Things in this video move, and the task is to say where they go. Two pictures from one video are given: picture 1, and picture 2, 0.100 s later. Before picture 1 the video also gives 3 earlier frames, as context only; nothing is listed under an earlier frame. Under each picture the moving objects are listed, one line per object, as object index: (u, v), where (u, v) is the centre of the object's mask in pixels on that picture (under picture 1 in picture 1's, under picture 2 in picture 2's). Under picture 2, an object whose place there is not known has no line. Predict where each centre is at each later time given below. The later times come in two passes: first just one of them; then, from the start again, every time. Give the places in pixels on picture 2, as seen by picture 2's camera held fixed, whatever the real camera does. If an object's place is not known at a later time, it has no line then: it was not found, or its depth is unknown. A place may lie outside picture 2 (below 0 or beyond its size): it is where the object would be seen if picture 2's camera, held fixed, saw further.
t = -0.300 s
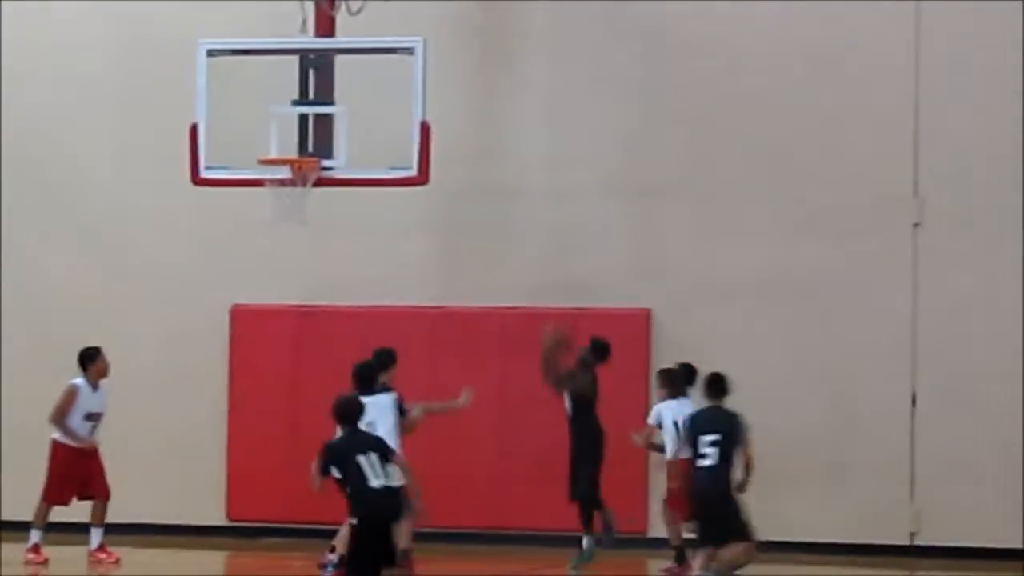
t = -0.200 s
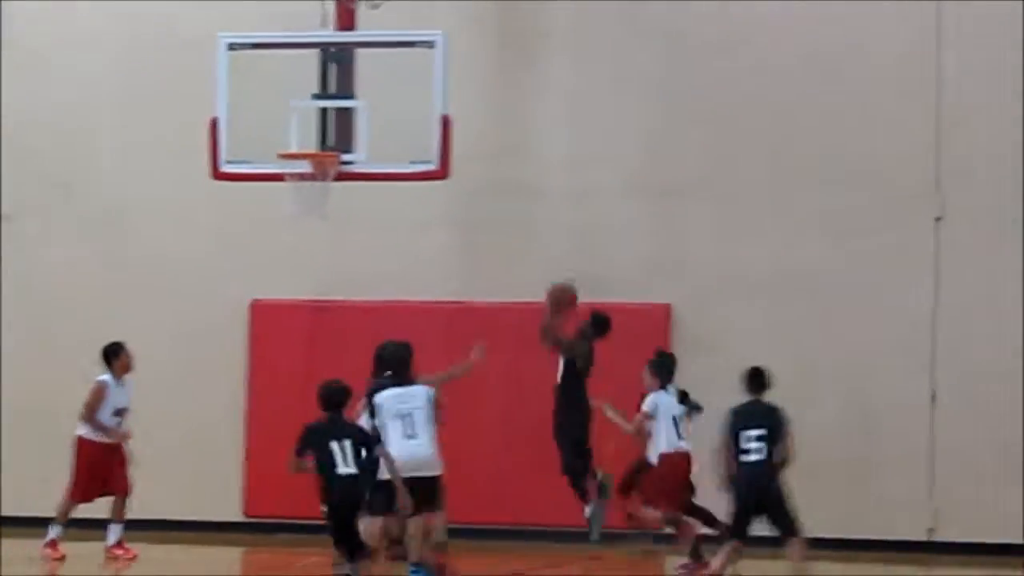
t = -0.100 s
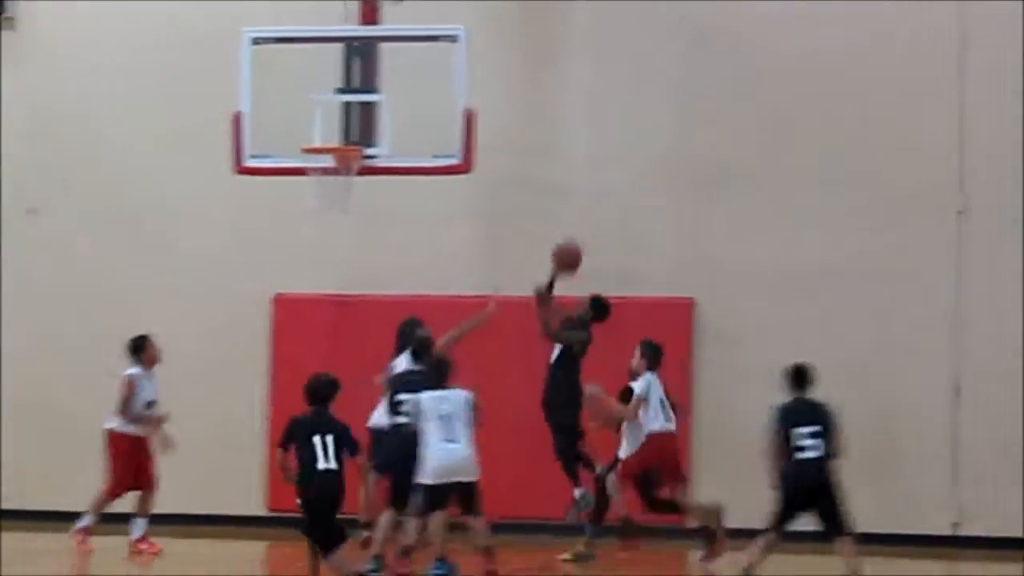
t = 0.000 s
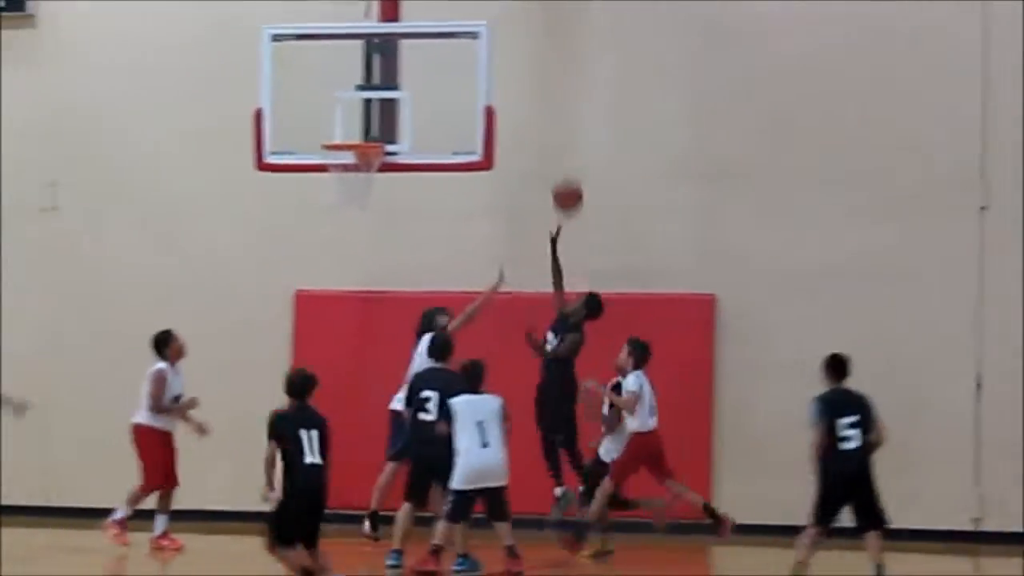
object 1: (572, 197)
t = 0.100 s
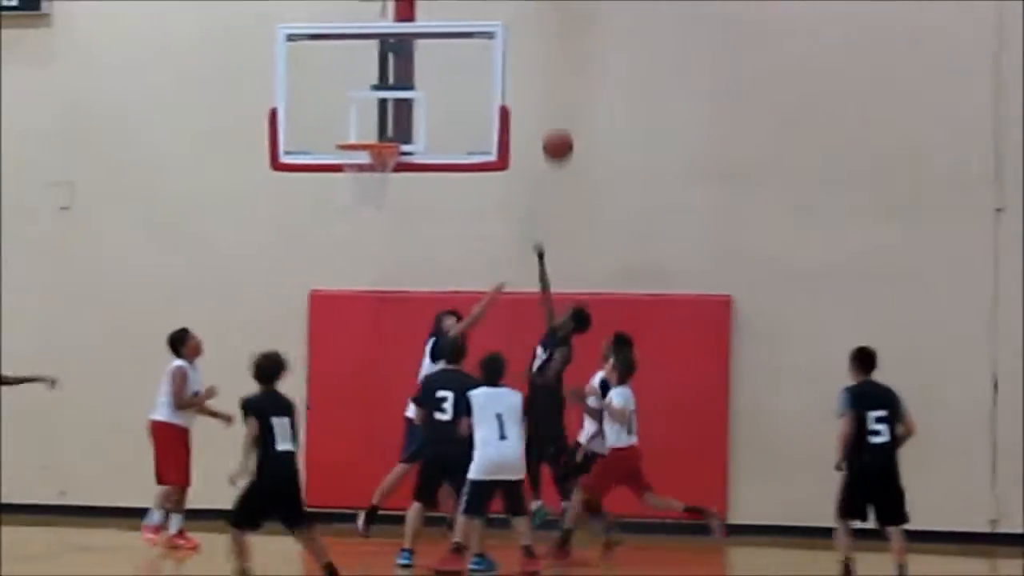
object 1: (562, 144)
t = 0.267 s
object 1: (520, 91)
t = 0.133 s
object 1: (553, 131)
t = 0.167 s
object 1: (545, 119)
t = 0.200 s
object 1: (537, 108)
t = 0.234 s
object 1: (528, 99)
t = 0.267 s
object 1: (520, 91)
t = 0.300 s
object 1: (513, 86)
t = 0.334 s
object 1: (496, 77)
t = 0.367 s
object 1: (487, 75)
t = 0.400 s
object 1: (479, 74)
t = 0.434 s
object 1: (468, 75)
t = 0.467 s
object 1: (462, 77)
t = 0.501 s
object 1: (454, 80)
